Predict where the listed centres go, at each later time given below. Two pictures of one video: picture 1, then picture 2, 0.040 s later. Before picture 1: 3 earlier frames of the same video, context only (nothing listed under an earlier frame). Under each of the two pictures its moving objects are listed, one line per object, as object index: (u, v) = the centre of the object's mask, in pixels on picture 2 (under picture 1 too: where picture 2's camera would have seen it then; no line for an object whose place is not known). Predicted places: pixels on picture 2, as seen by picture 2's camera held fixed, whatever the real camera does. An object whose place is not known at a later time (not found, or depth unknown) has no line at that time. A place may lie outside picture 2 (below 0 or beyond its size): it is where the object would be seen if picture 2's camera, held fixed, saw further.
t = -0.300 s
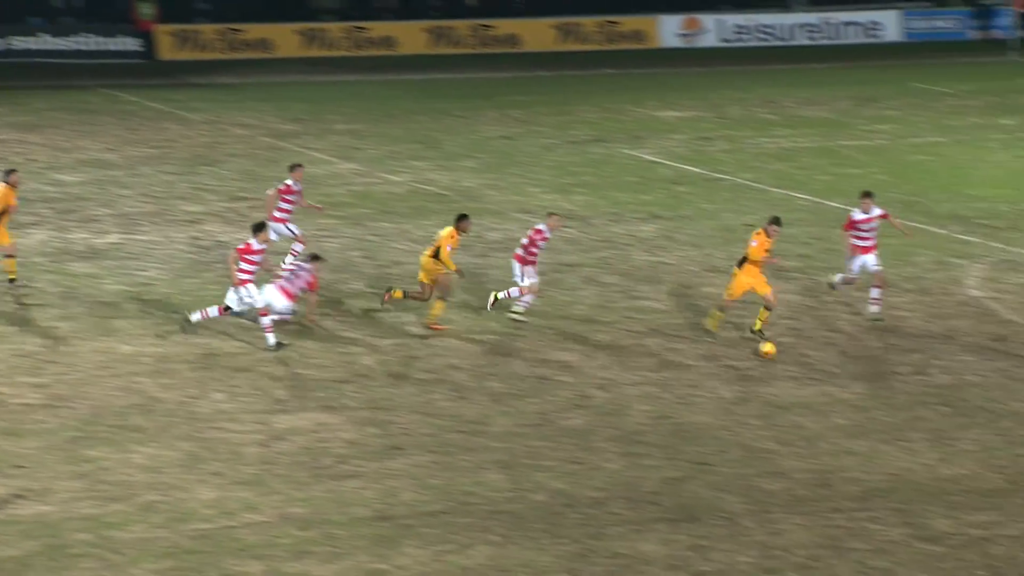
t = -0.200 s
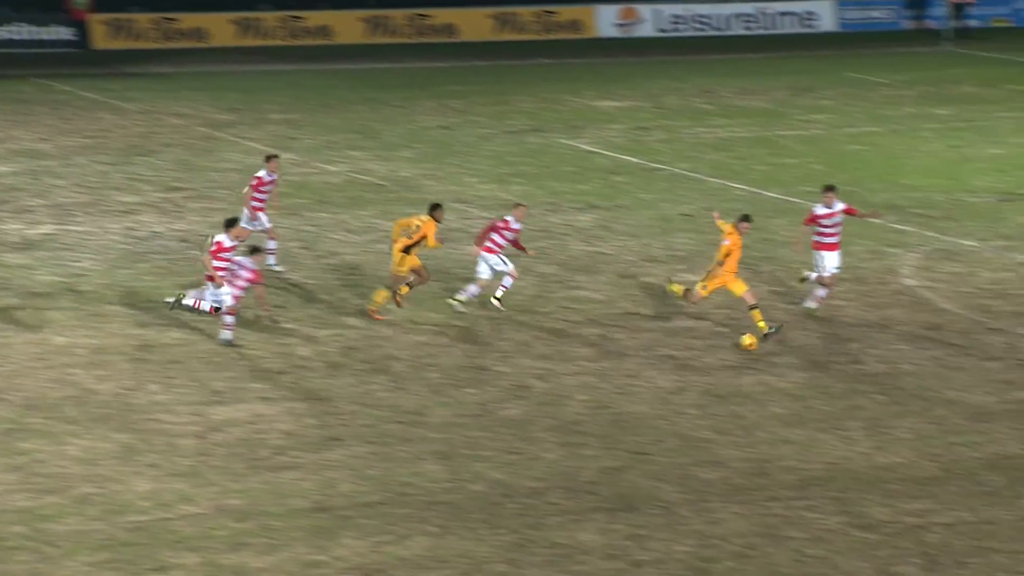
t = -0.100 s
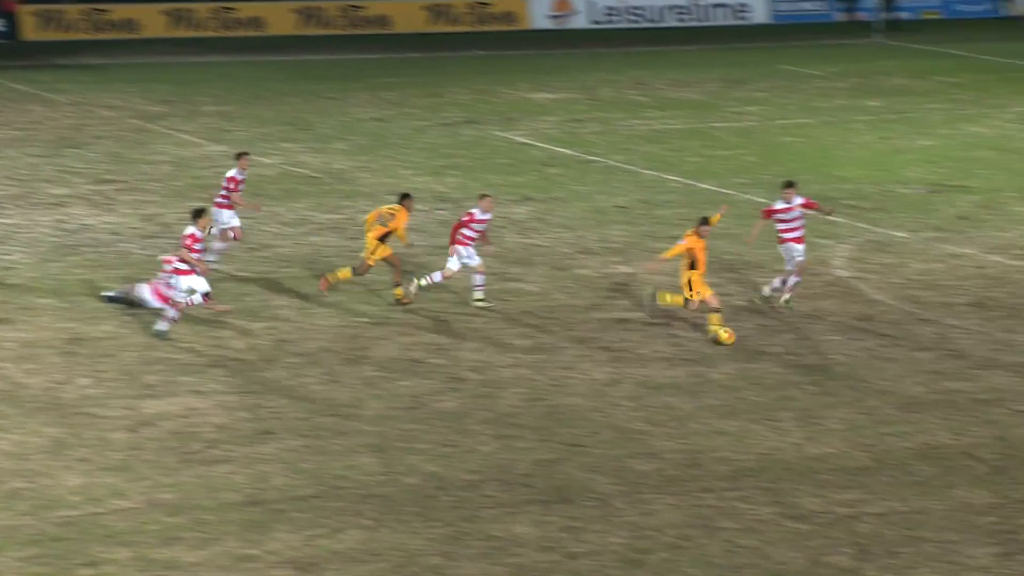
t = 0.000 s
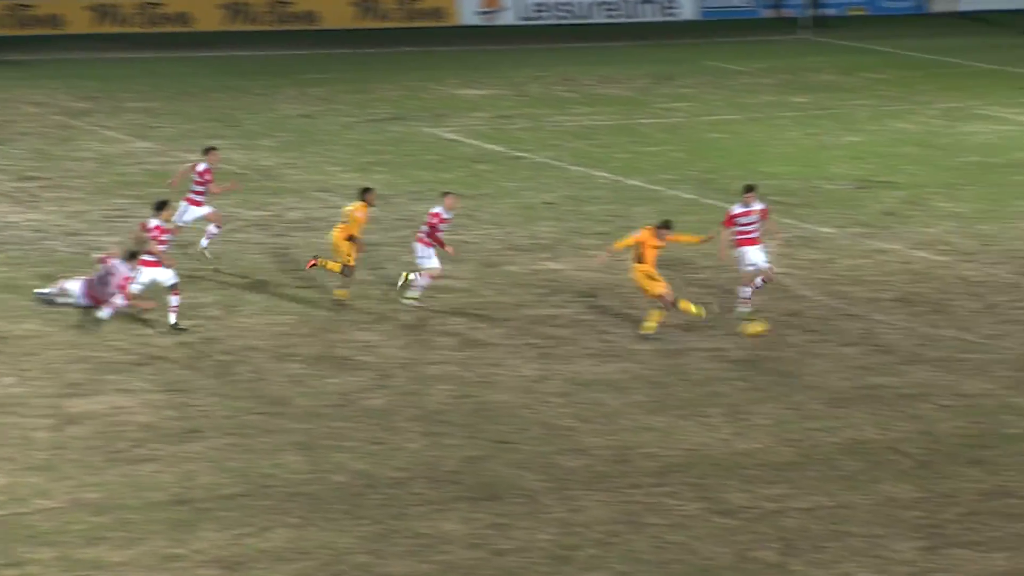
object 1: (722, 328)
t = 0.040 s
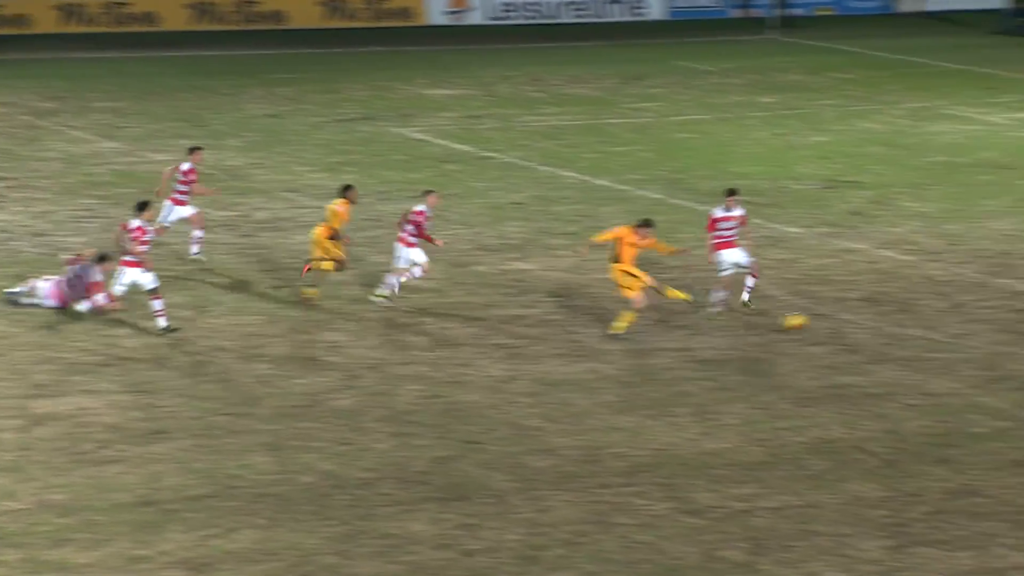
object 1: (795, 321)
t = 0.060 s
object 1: (830, 317)
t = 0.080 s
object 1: (863, 315)
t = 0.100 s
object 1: (896, 315)
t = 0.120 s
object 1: (930, 315)
